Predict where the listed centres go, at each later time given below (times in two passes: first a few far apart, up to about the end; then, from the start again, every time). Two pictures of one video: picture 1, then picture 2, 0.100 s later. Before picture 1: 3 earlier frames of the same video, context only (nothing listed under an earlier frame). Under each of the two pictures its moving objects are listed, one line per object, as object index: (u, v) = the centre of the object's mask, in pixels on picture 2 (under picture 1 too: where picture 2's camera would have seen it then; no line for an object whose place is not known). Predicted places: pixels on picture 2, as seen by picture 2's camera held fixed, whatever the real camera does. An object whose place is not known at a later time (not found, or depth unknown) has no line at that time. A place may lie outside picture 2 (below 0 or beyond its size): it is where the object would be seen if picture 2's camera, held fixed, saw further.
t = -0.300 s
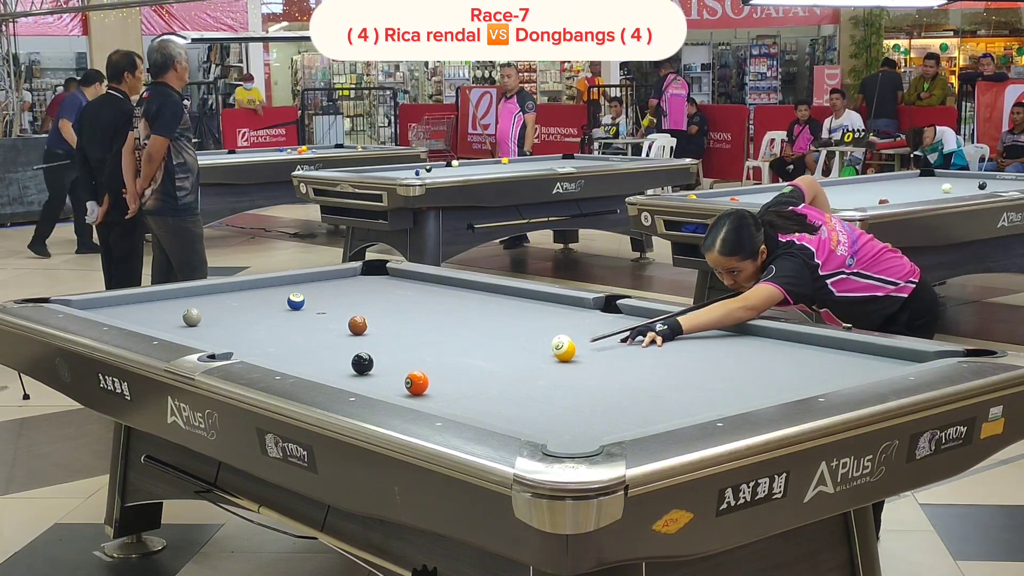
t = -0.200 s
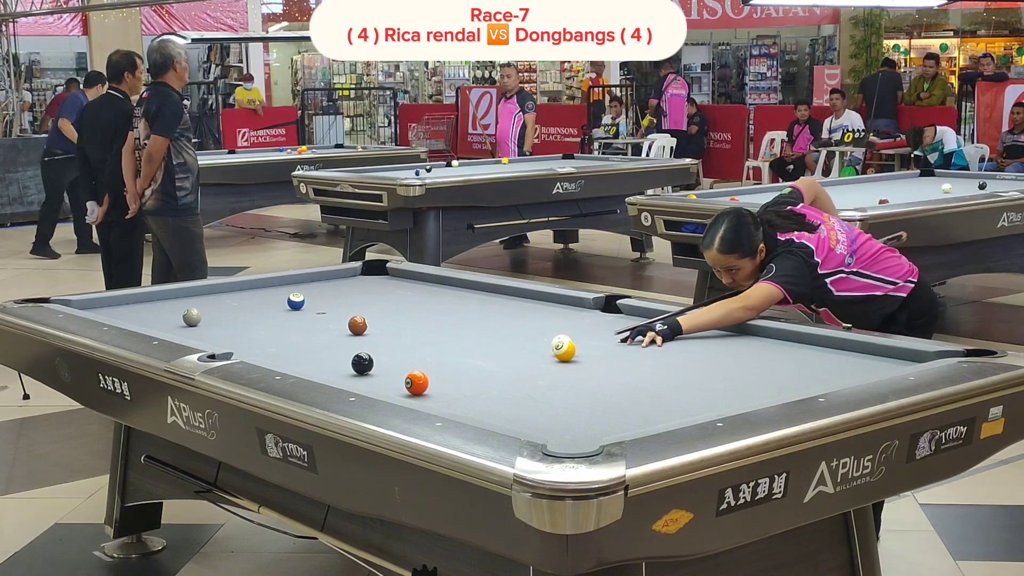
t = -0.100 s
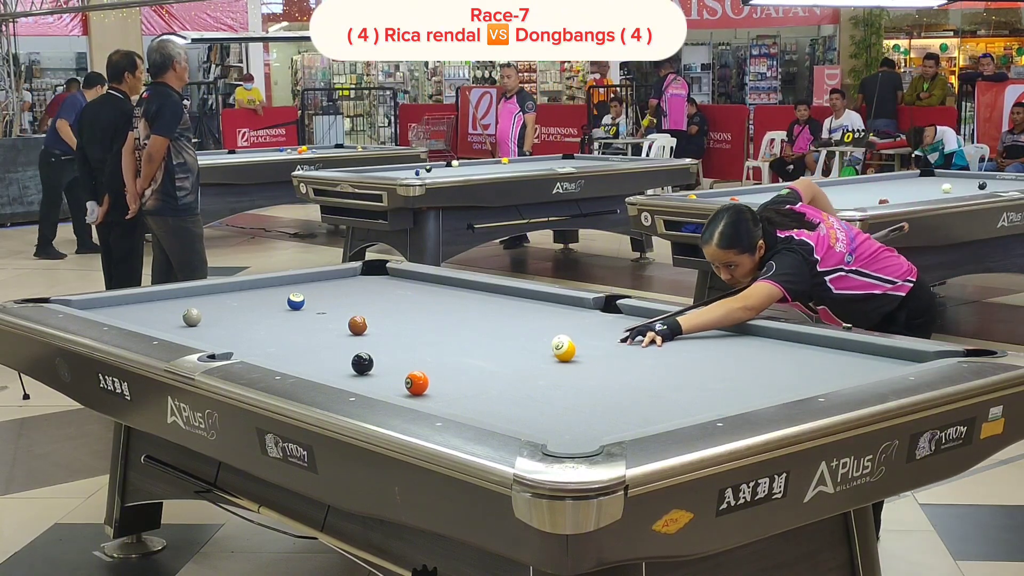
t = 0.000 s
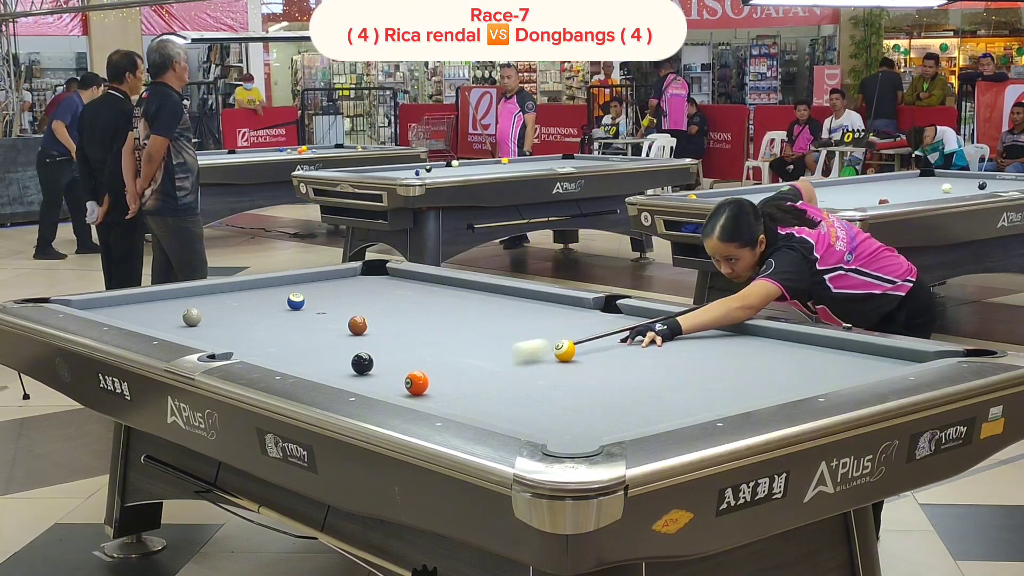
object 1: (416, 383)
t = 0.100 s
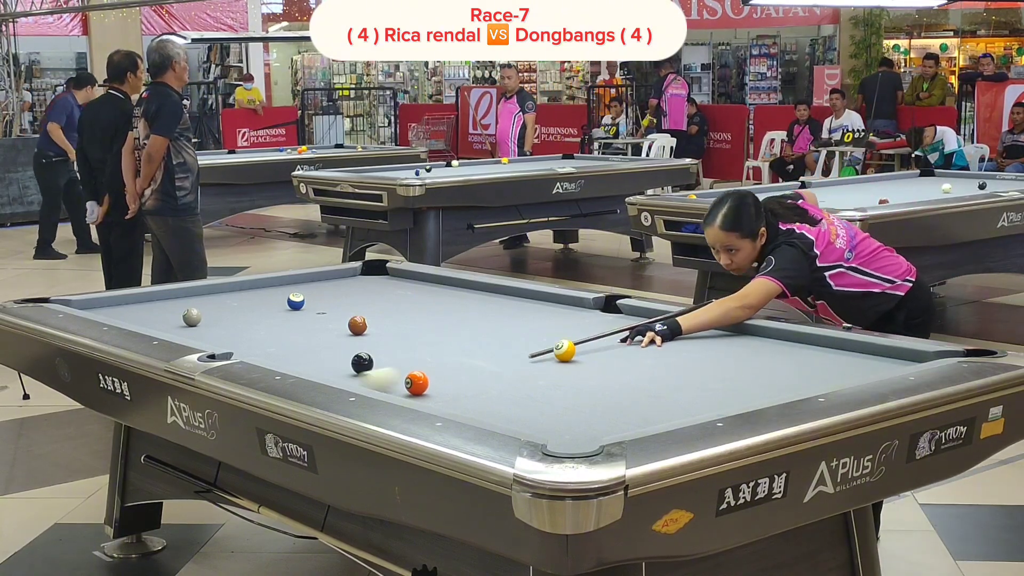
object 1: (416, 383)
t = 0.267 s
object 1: (520, 387)
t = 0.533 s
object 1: (730, 396)
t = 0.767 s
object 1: (760, 383)
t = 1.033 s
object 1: (743, 363)
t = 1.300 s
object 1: (729, 346)
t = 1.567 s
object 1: (717, 330)
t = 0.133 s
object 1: (416, 383)
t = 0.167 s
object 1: (431, 383)
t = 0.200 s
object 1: (462, 385)
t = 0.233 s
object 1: (492, 386)
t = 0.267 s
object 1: (520, 387)
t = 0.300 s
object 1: (549, 389)
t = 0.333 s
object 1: (577, 390)
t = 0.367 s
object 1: (605, 391)
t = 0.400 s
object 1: (631, 392)
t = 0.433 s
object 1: (657, 393)
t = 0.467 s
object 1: (682, 395)
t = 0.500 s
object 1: (706, 396)
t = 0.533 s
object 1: (730, 396)
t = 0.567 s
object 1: (754, 395)
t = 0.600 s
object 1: (776, 393)
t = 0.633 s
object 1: (774, 391)
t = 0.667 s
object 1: (769, 390)
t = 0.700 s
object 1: (766, 389)
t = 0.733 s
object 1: (763, 386)
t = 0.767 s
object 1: (760, 383)
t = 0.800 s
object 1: (758, 381)
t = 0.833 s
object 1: (756, 378)
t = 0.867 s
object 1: (754, 375)
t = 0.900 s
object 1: (751, 373)
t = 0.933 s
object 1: (749, 370)
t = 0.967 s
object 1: (748, 368)
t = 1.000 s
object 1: (745, 365)
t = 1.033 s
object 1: (743, 363)
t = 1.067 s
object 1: (741, 361)
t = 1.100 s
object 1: (740, 359)
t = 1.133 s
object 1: (738, 356)
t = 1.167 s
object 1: (736, 354)
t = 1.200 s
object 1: (734, 352)
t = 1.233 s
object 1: (733, 350)
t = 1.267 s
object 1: (730, 348)
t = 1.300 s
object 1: (729, 346)
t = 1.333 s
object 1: (727, 344)
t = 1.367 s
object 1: (726, 341)
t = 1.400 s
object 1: (724, 340)
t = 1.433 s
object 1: (723, 338)
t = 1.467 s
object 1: (721, 336)
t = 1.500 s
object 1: (720, 334)
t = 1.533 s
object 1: (718, 332)
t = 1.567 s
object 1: (717, 330)
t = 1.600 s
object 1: (715, 329)
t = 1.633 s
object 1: (714, 327)
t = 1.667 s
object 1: (712, 326)
